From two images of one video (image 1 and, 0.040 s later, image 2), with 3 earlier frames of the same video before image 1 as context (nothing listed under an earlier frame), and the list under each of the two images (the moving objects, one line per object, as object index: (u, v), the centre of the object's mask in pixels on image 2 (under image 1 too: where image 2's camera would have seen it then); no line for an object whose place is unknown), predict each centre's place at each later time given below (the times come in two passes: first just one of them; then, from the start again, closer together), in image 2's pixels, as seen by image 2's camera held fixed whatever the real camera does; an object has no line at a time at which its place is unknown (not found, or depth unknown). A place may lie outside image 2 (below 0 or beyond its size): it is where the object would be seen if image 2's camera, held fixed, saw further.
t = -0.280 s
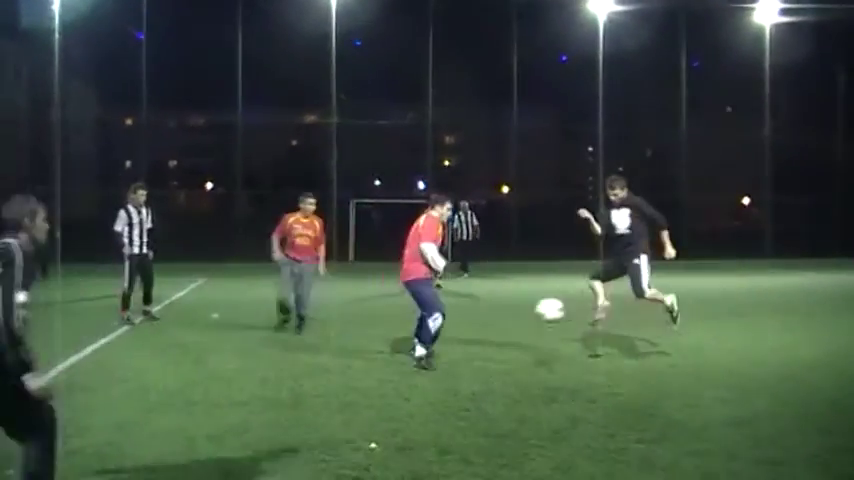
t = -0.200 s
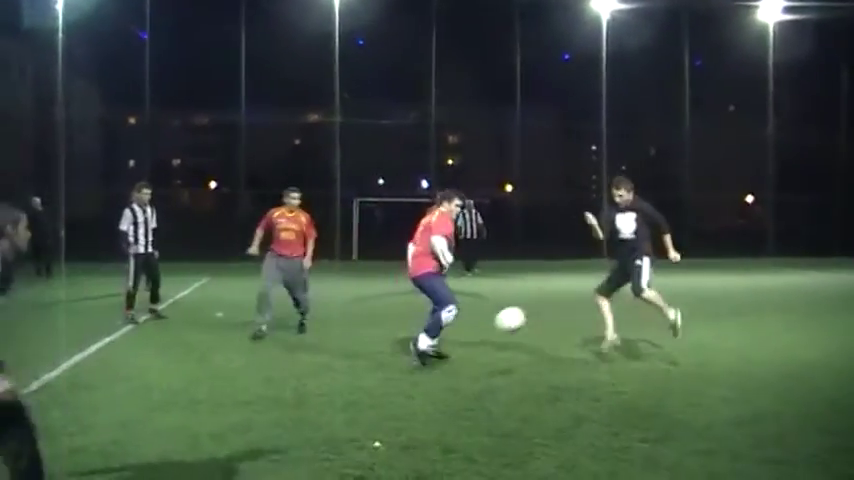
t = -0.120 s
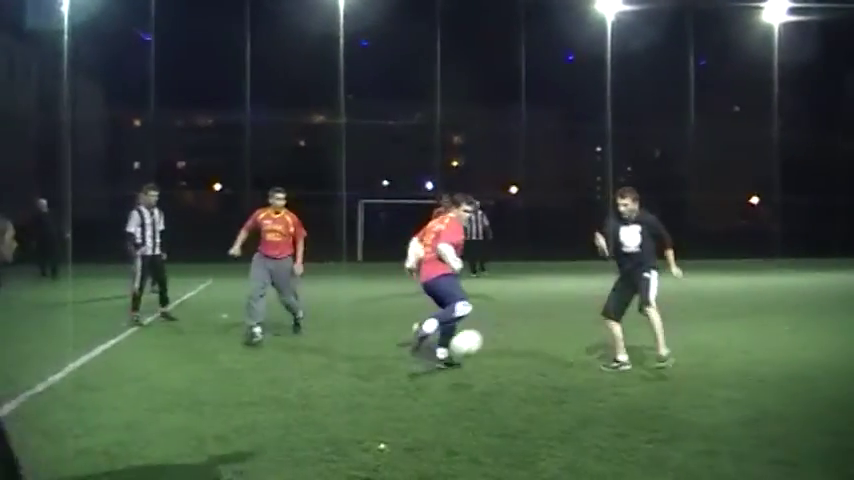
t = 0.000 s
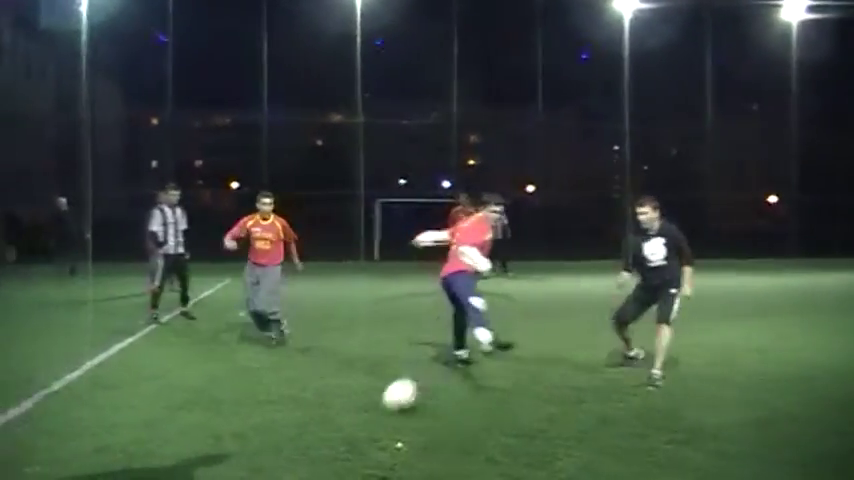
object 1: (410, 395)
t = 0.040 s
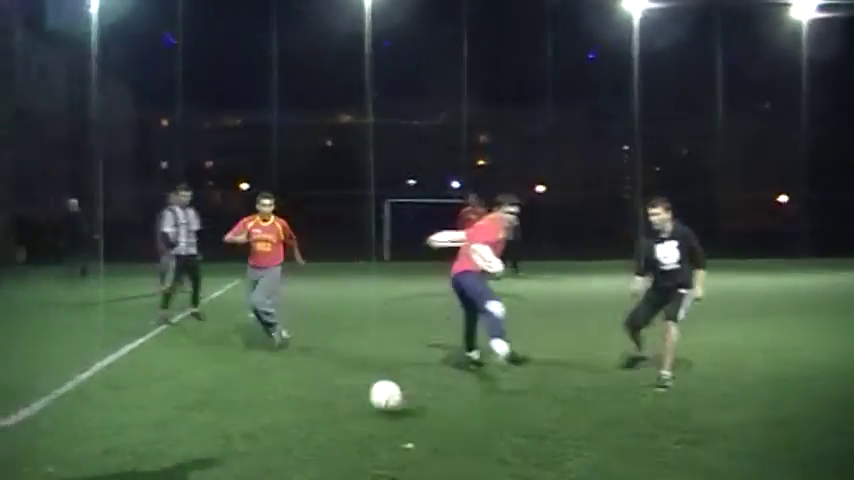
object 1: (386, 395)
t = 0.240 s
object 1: (259, 384)
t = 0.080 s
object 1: (362, 389)
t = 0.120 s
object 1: (338, 384)
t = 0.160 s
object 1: (312, 382)
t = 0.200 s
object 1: (286, 381)
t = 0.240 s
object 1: (259, 384)
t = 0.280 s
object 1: (230, 390)
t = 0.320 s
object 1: (200, 397)
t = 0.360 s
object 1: (173, 409)
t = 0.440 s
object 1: (117, 440)
